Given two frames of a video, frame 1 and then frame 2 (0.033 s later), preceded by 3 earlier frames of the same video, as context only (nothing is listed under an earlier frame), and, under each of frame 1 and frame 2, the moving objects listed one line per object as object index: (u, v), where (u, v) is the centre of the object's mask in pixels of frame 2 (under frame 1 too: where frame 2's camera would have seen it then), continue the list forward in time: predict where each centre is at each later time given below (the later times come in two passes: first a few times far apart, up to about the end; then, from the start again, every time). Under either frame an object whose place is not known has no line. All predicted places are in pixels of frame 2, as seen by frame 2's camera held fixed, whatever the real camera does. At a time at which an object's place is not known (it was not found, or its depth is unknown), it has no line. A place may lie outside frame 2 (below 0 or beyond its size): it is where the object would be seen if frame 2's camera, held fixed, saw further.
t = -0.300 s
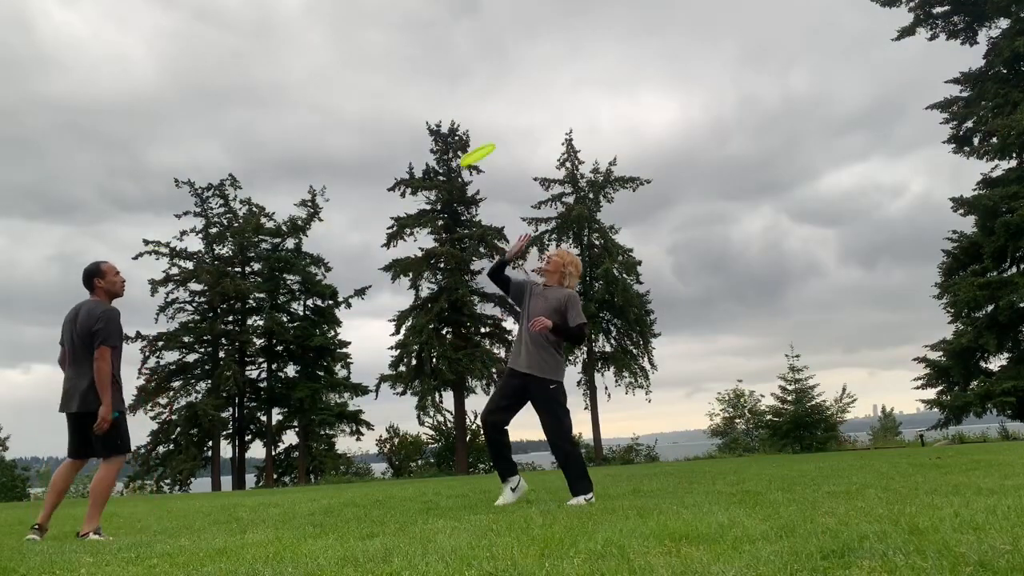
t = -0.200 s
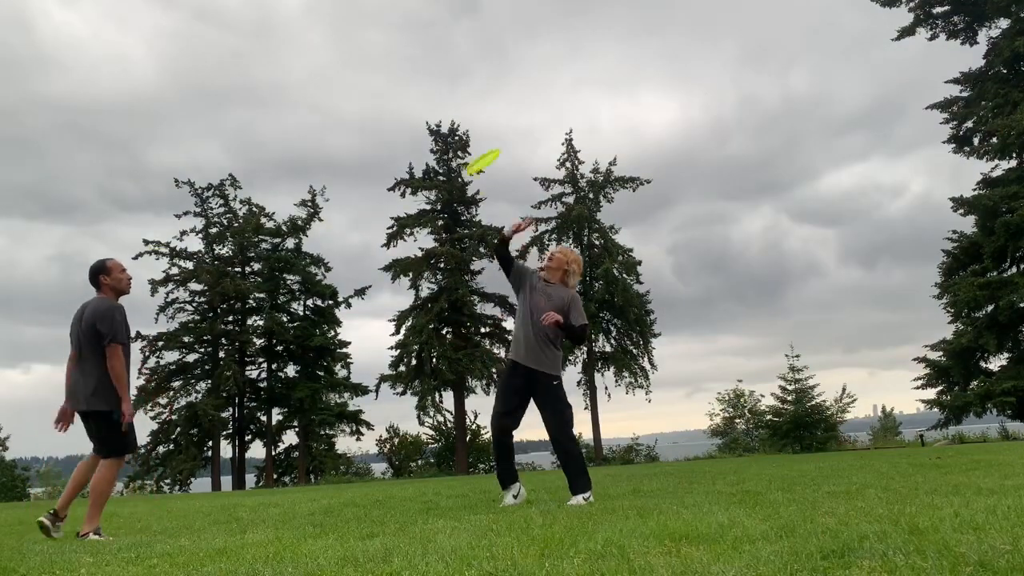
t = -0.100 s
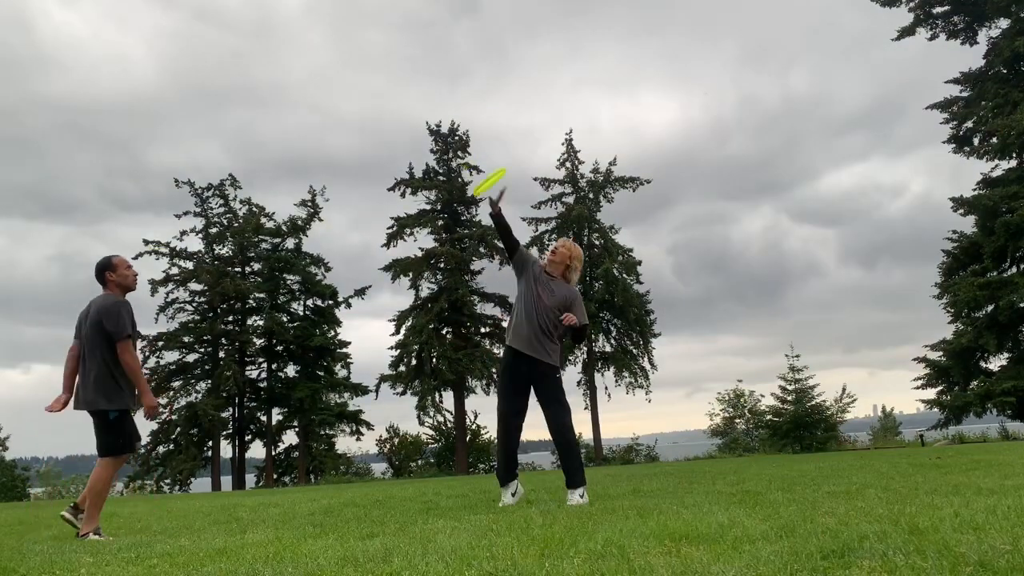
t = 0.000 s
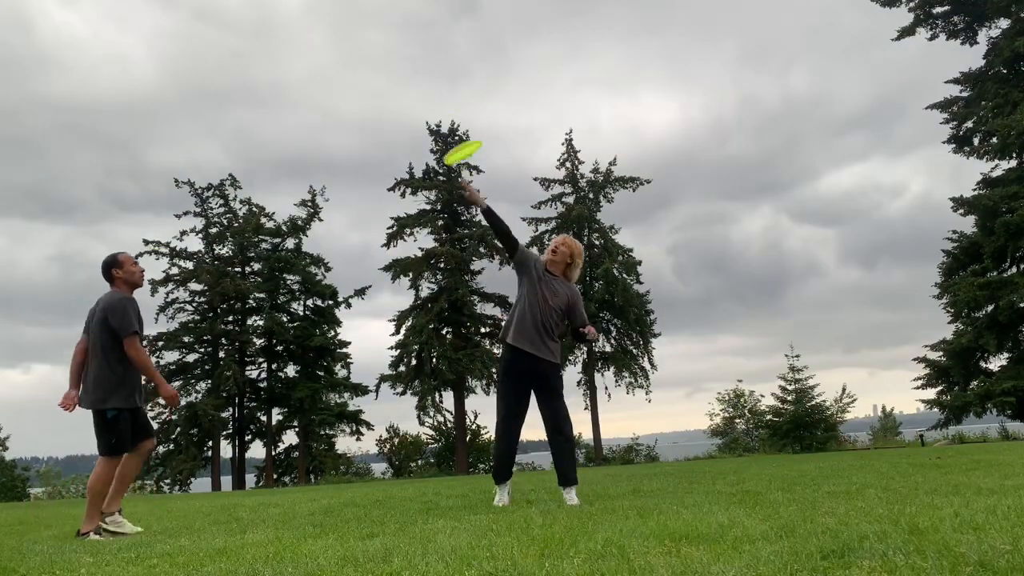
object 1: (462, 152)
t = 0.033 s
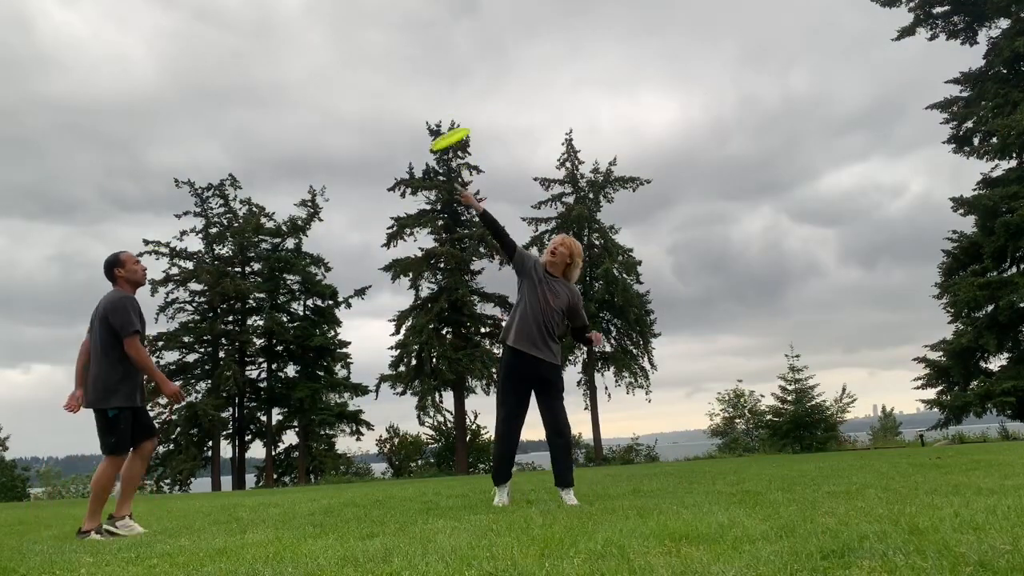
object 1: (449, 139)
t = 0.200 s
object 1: (390, 98)
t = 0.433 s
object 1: (305, 115)
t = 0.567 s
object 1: (251, 159)
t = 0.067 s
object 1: (438, 127)
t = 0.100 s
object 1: (425, 117)
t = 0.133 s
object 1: (413, 109)
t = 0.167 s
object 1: (402, 102)
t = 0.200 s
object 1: (390, 98)
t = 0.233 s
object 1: (377, 95)
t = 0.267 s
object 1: (366, 94)
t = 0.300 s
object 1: (354, 95)
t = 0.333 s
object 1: (342, 98)
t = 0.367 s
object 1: (330, 101)
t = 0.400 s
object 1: (318, 107)
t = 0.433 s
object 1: (305, 115)
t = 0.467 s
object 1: (292, 123)
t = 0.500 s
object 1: (279, 134)
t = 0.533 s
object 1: (266, 146)
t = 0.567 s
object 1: (251, 159)
